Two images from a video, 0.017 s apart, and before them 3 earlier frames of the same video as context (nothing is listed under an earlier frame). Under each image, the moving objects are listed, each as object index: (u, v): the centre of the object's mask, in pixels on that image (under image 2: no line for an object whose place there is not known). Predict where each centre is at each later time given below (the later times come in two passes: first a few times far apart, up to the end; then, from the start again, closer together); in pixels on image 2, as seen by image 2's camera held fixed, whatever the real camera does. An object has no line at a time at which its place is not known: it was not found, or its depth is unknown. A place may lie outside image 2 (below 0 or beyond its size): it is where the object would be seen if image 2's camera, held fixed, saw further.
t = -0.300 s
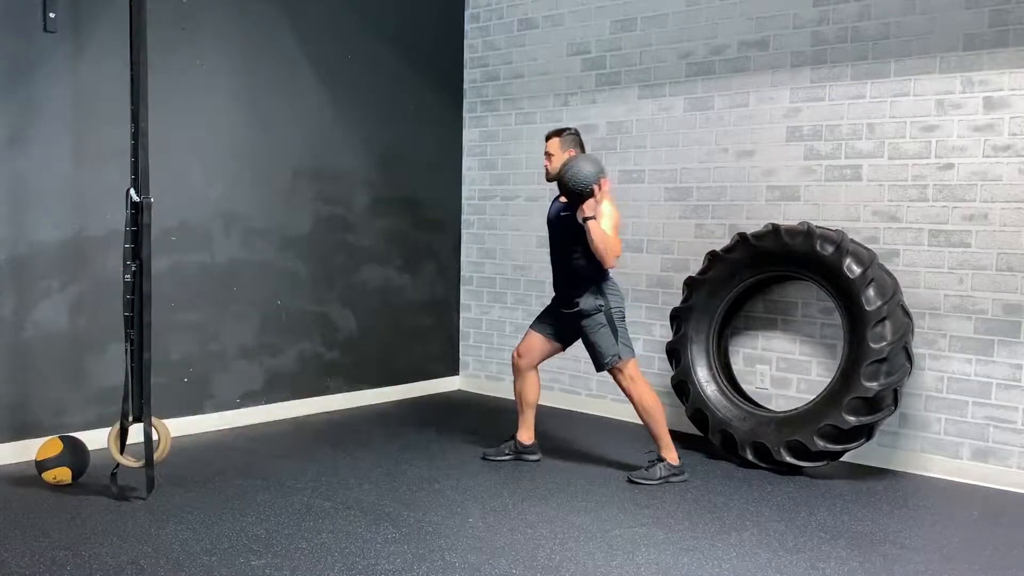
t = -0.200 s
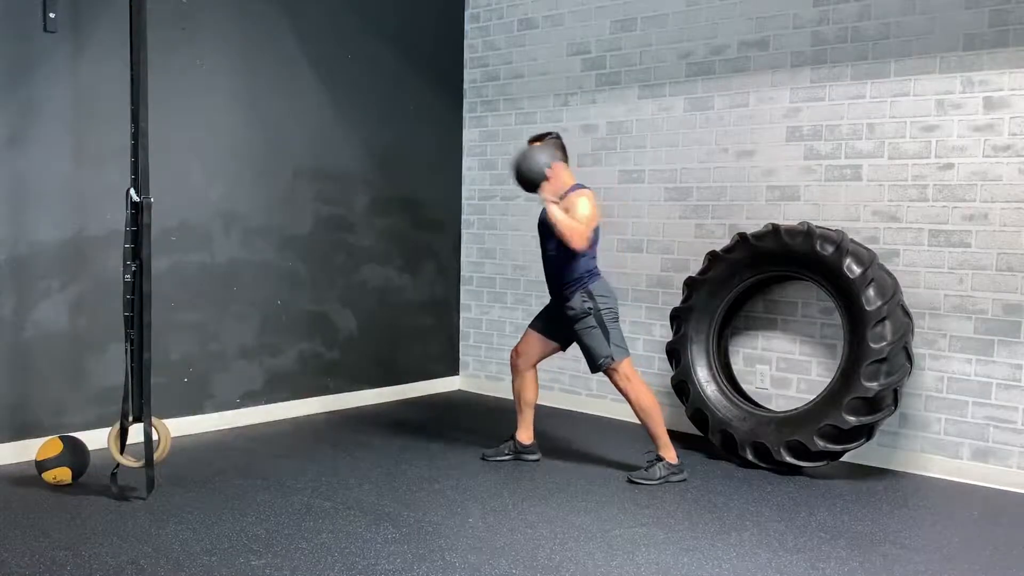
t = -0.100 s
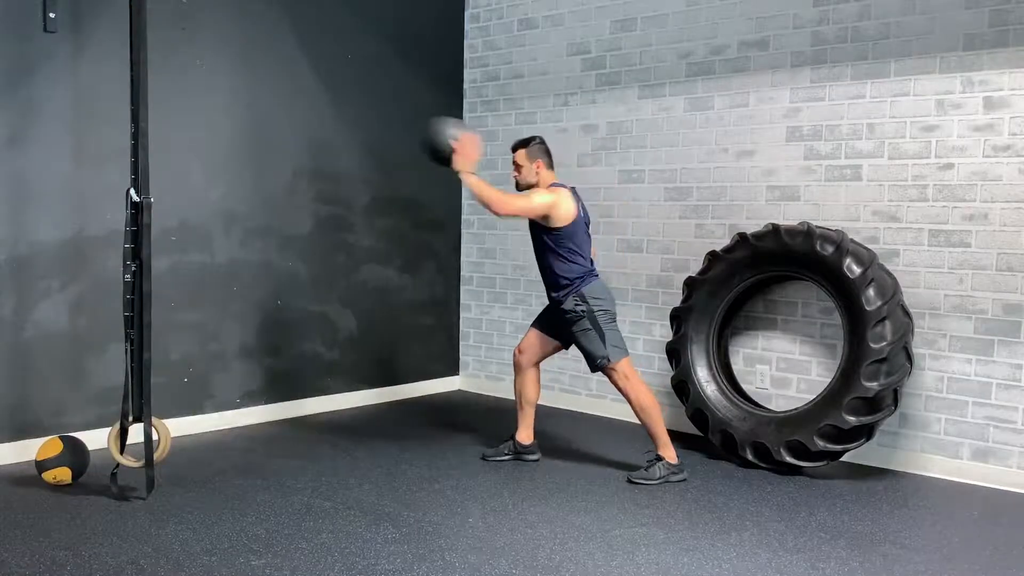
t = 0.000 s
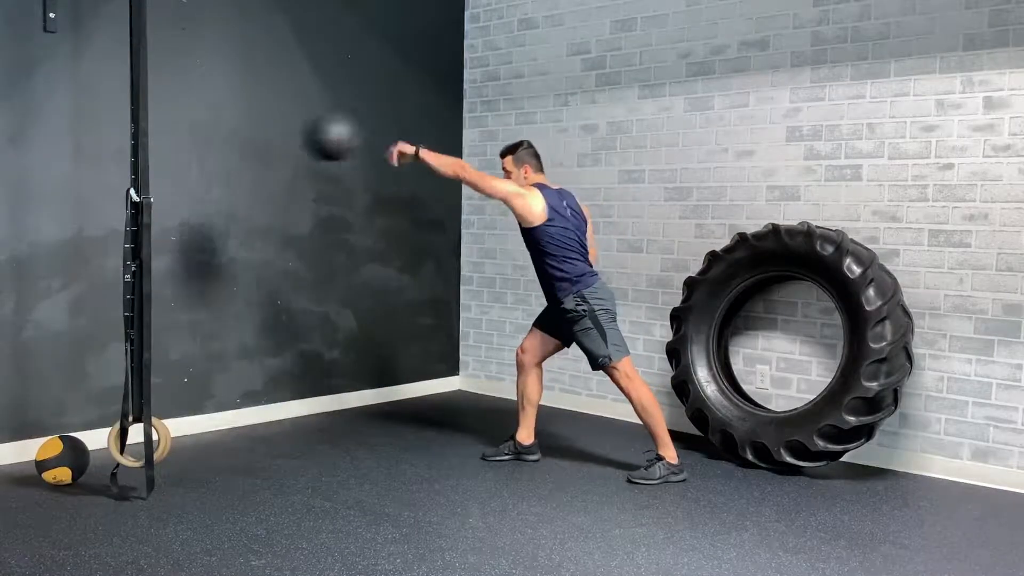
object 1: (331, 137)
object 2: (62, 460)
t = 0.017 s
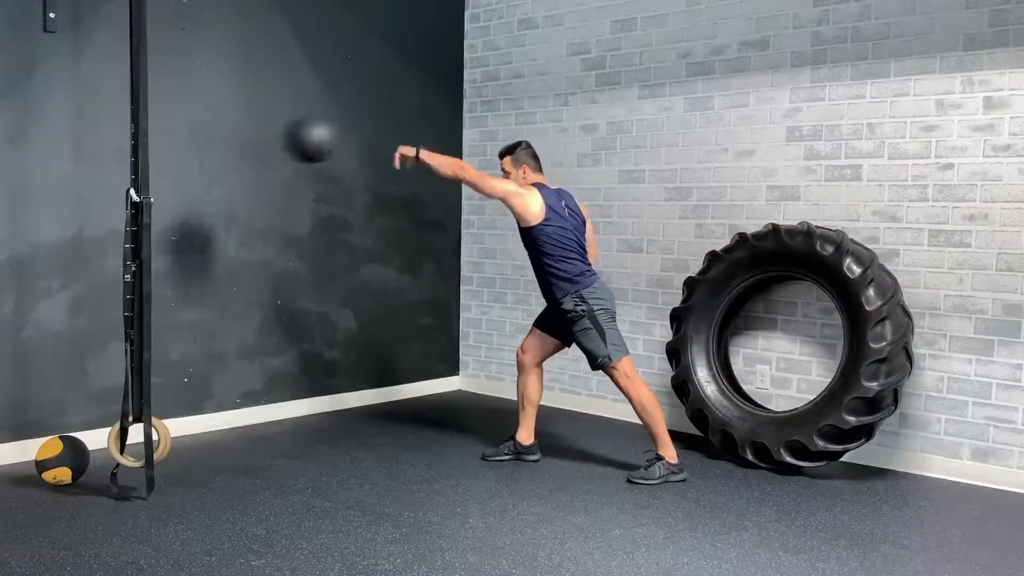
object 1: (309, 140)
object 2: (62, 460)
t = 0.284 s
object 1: (102, 206)
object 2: (62, 460)
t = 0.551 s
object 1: (73, 361)
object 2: (62, 460)
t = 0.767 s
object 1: (67, 433)
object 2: (56, 452)
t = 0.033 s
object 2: (62, 460)
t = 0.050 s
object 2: (62, 460)
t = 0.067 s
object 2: (62, 460)
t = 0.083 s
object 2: (62, 460)
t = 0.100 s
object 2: (62, 460)
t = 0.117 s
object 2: (62, 460)
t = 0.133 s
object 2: (62, 460)
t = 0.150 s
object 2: (62, 460)
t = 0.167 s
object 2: (62, 460)
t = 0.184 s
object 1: (123, 181)
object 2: (62, 460)
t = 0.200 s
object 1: (110, 187)
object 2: (62, 460)
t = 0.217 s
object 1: (108, 188)
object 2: (62, 460)
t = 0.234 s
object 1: (106, 192)
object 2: (62, 460)
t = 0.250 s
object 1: (106, 196)
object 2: (62, 460)
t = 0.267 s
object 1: (102, 201)
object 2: (62, 460)
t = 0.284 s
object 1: (102, 206)
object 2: (62, 460)
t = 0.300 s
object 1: (100, 212)
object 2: (62, 460)
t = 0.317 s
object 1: (98, 218)
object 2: (62, 460)
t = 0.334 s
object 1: (96, 224)
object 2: (62, 460)
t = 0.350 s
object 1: (94, 231)
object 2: (62, 460)
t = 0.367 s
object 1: (92, 239)
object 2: (62, 460)
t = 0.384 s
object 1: (90, 247)
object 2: (62, 460)
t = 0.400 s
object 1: (87, 256)
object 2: (62, 460)
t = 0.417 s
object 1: (84, 264)
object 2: (62, 460)
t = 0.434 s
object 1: (85, 273)
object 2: (62, 460)
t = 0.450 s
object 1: (82, 284)
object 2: (62, 460)
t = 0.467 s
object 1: (81, 296)
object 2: (62, 460)
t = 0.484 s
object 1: (79, 307)
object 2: (62, 460)
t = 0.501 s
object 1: (78, 320)
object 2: (62, 460)
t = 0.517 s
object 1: (77, 333)
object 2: (62, 460)
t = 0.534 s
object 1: (75, 347)
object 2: (62, 460)
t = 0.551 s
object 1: (73, 361)
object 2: (62, 460)
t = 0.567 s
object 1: (71, 377)
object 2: (62, 460)
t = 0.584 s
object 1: (69, 393)
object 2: (62, 460)
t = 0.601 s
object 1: (67, 411)
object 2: (62, 460)
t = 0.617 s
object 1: (66, 421)
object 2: (62, 460)
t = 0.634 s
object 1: (66, 430)
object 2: (61, 462)
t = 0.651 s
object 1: (68, 433)
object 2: (61, 461)
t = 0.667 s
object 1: (71, 436)
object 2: (61, 454)
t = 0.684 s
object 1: (74, 438)
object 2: (61, 455)
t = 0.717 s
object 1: (70, 433)
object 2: (59, 452)
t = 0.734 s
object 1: (69, 433)
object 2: (58, 452)
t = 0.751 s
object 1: (69, 433)
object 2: (57, 452)
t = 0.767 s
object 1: (67, 433)
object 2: (56, 452)
